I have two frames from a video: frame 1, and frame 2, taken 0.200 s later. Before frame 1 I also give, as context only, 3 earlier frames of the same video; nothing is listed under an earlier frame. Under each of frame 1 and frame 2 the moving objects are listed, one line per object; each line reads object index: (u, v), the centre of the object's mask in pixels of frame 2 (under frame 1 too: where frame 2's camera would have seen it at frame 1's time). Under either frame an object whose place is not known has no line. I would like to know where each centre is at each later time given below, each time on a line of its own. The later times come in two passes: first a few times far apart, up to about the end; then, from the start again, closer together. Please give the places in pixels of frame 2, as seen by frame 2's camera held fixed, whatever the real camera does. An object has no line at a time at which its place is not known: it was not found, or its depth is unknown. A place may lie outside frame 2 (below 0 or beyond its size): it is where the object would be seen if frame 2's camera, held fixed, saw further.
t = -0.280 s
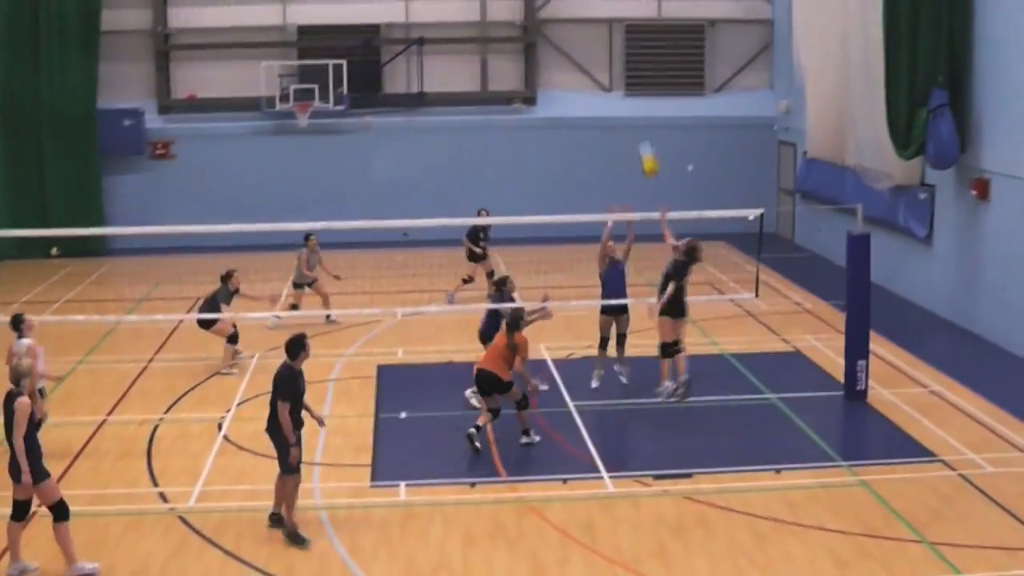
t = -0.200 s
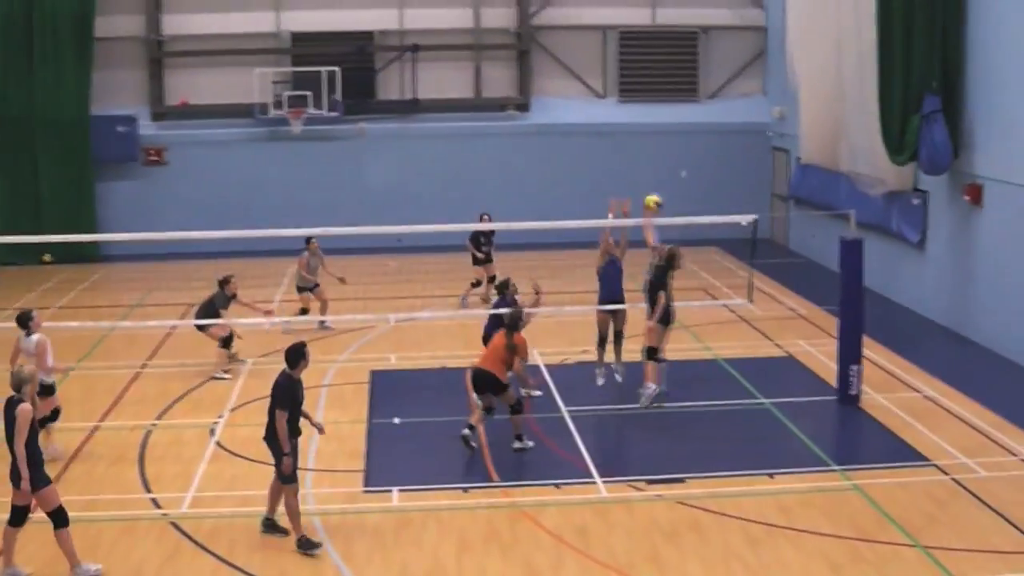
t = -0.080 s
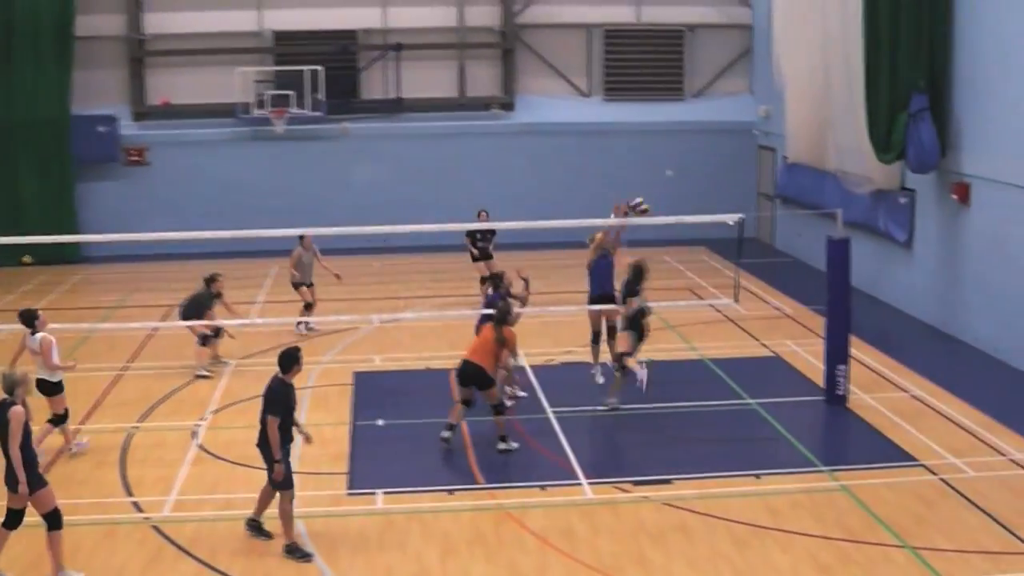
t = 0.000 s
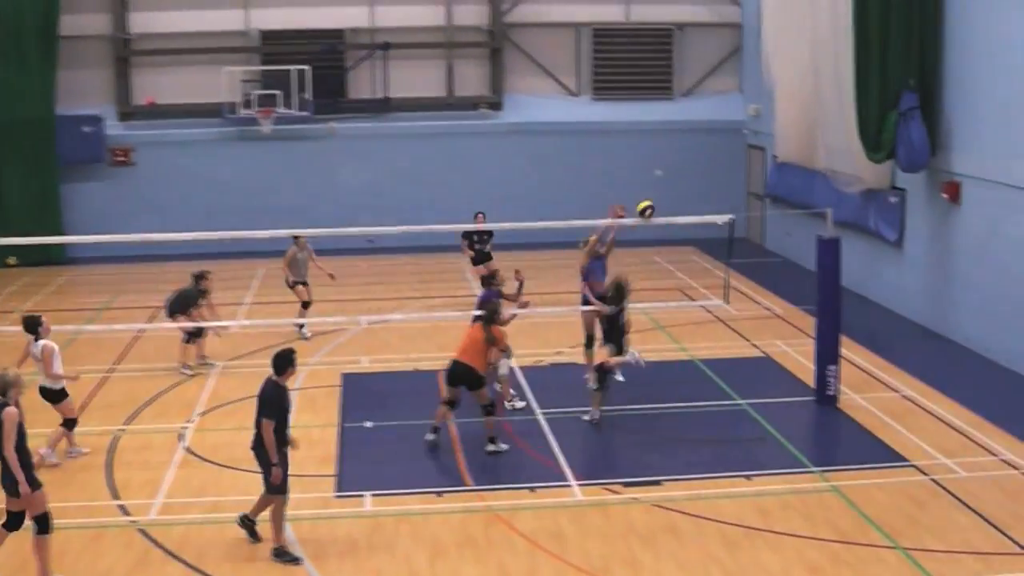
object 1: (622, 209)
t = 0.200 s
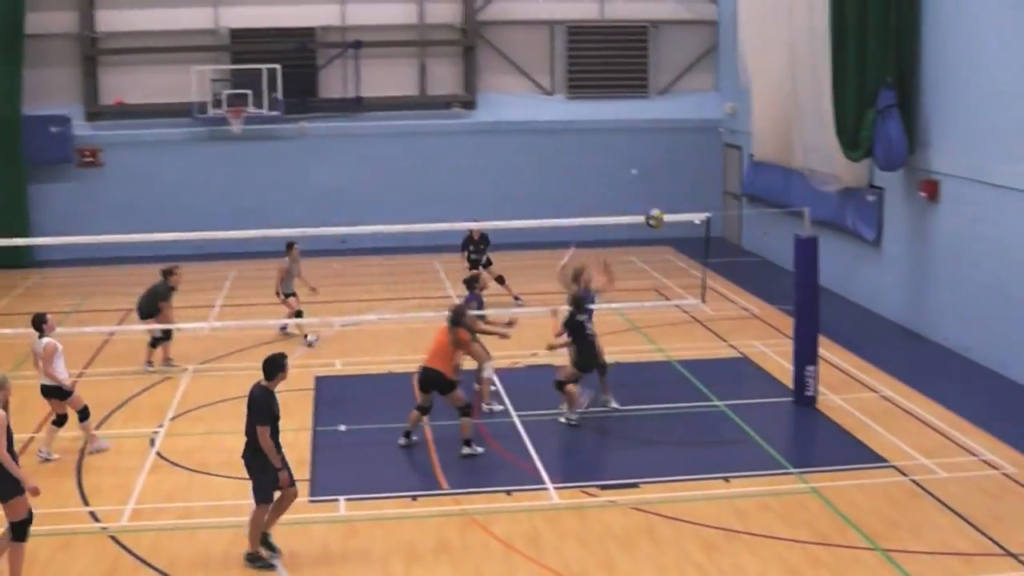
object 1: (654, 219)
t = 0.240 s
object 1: (660, 226)
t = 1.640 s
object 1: (864, 369)
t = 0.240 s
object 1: (660, 226)
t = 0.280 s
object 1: (664, 233)
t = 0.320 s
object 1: (670, 240)
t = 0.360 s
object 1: (674, 249)
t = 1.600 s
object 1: (859, 355)
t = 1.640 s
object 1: (864, 369)
